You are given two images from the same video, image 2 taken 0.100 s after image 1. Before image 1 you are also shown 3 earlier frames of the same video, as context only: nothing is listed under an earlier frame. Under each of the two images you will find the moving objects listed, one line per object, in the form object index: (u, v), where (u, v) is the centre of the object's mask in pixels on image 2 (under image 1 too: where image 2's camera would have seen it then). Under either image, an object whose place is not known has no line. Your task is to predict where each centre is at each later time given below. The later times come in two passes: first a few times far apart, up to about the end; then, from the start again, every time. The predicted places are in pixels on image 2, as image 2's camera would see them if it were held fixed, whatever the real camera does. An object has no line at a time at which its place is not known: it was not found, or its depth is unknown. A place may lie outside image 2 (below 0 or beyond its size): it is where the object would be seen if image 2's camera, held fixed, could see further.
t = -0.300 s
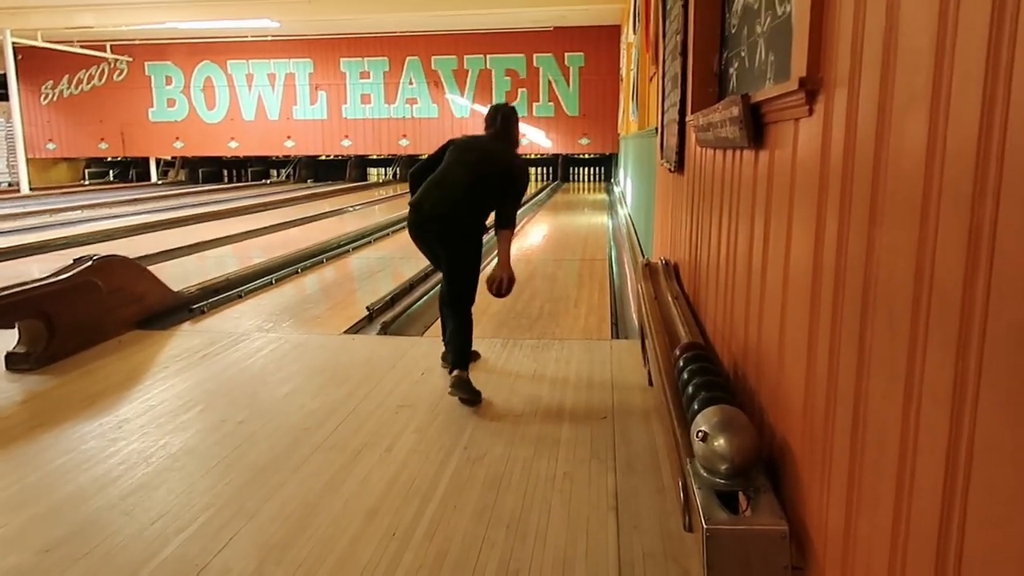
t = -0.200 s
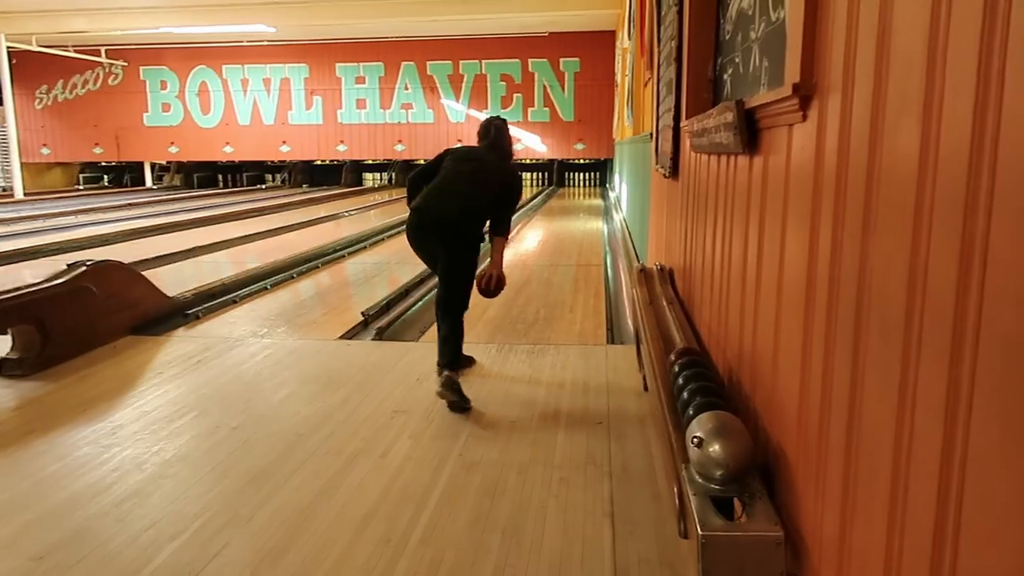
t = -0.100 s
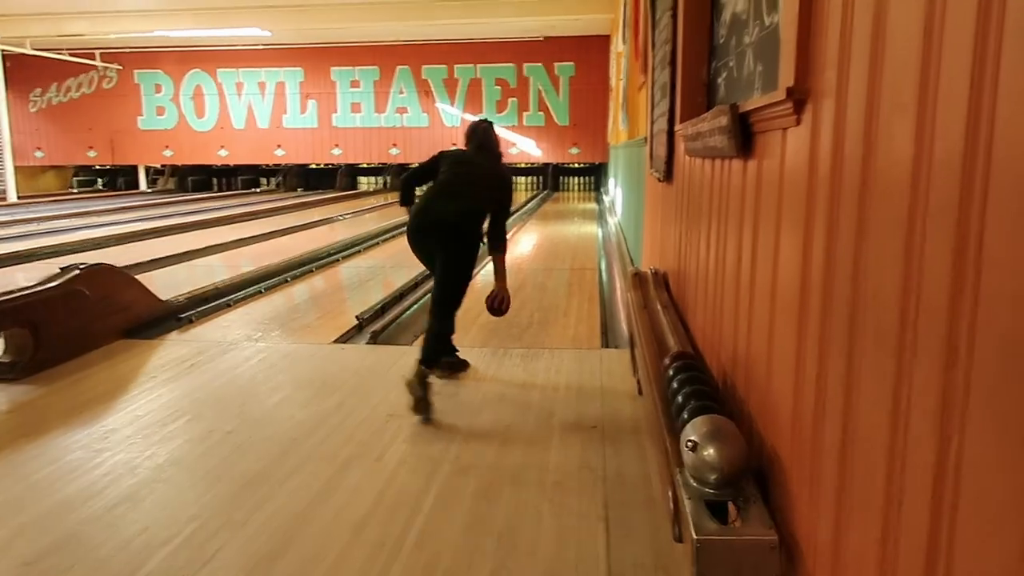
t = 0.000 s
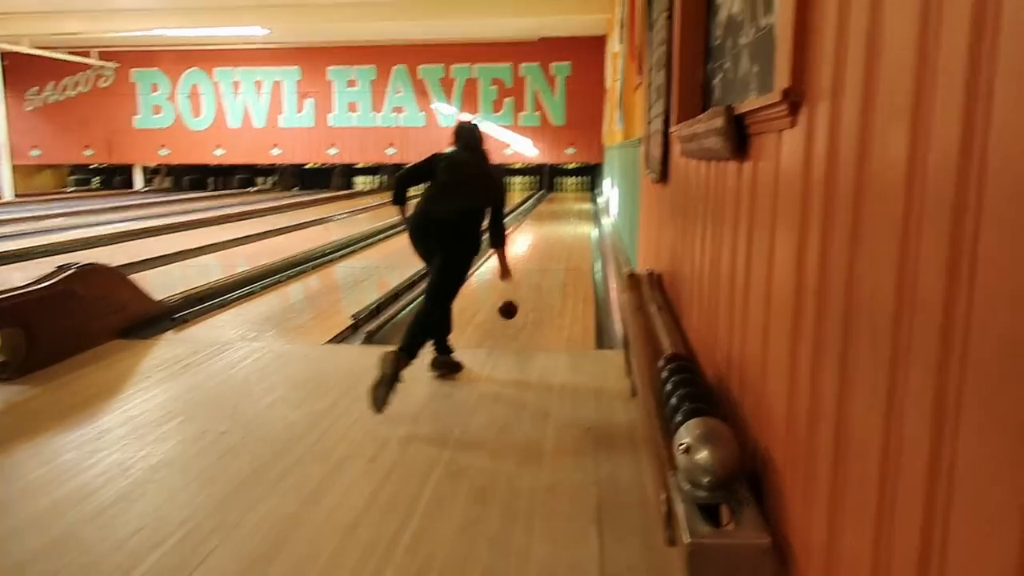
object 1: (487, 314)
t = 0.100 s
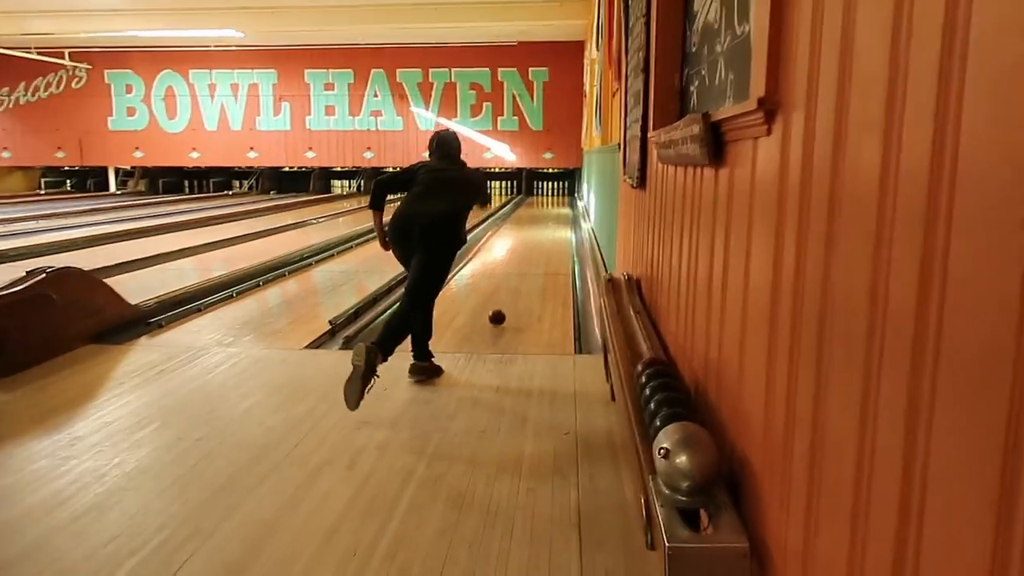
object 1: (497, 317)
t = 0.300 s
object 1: (510, 285)
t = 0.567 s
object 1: (521, 260)
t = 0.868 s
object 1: (527, 243)
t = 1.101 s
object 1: (530, 233)
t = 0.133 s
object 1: (499, 308)
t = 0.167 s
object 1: (502, 301)
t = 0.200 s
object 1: (504, 296)
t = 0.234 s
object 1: (506, 294)
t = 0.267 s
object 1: (508, 290)
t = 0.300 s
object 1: (510, 285)
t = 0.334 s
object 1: (512, 281)
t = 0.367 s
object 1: (513, 278)
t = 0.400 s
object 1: (515, 274)
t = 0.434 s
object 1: (516, 272)
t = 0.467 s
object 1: (518, 269)
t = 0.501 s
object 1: (519, 265)
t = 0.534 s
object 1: (520, 263)
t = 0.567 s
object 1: (521, 260)
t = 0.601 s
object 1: (522, 258)
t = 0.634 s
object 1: (523, 256)
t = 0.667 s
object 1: (523, 254)
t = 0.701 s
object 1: (524, 251)
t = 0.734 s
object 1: (525, 249)
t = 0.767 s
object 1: (526, 248)
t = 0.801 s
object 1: (526, 246)
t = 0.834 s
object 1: (526, 244)
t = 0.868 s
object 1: (527, 243)
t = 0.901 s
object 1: (527, 241)
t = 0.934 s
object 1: (528, 240)
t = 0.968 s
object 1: (528, 238)
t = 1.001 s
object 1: (529, 237)
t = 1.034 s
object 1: (529, 236)
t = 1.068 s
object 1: (530, 235)
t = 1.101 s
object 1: (530, 233)
